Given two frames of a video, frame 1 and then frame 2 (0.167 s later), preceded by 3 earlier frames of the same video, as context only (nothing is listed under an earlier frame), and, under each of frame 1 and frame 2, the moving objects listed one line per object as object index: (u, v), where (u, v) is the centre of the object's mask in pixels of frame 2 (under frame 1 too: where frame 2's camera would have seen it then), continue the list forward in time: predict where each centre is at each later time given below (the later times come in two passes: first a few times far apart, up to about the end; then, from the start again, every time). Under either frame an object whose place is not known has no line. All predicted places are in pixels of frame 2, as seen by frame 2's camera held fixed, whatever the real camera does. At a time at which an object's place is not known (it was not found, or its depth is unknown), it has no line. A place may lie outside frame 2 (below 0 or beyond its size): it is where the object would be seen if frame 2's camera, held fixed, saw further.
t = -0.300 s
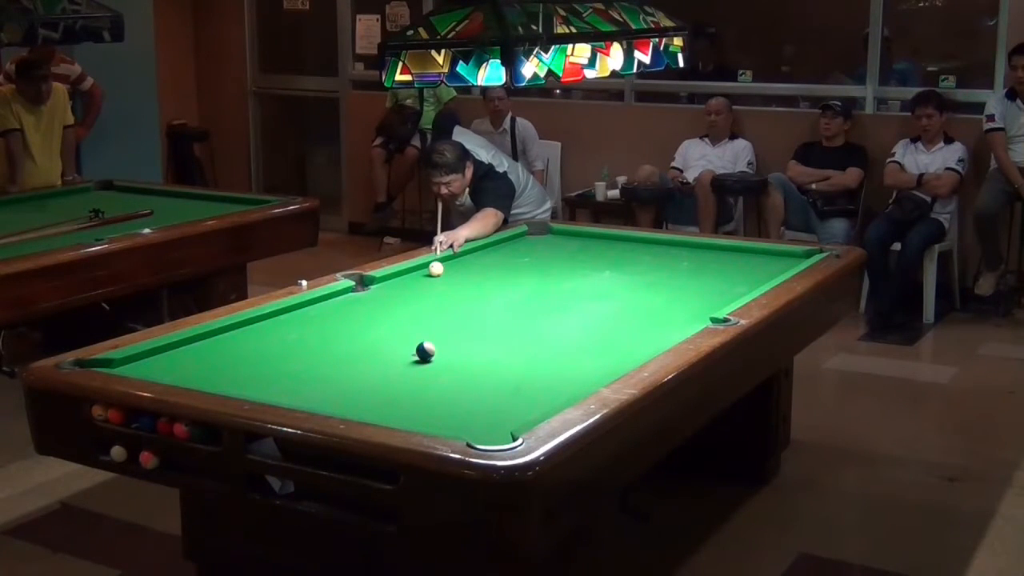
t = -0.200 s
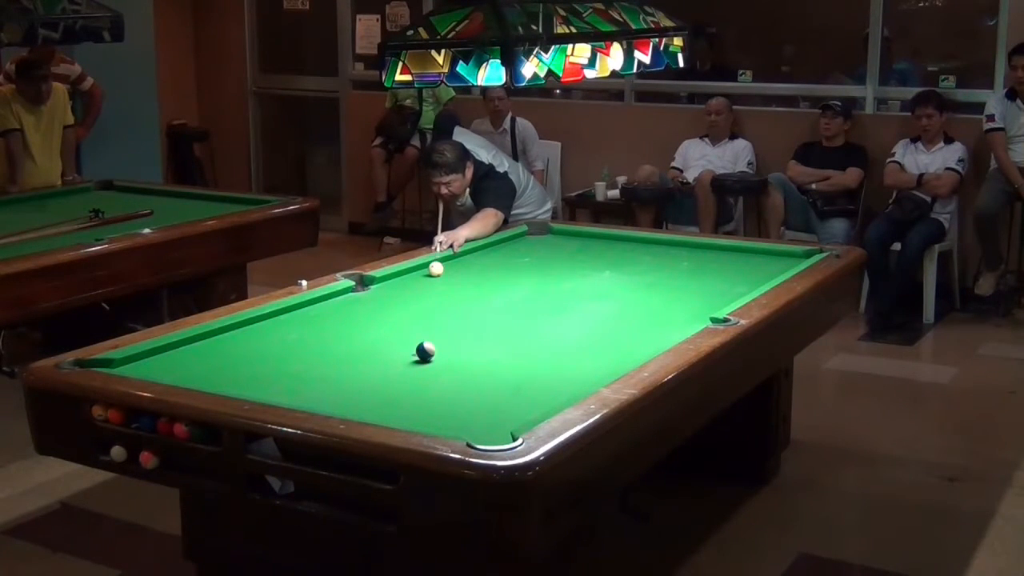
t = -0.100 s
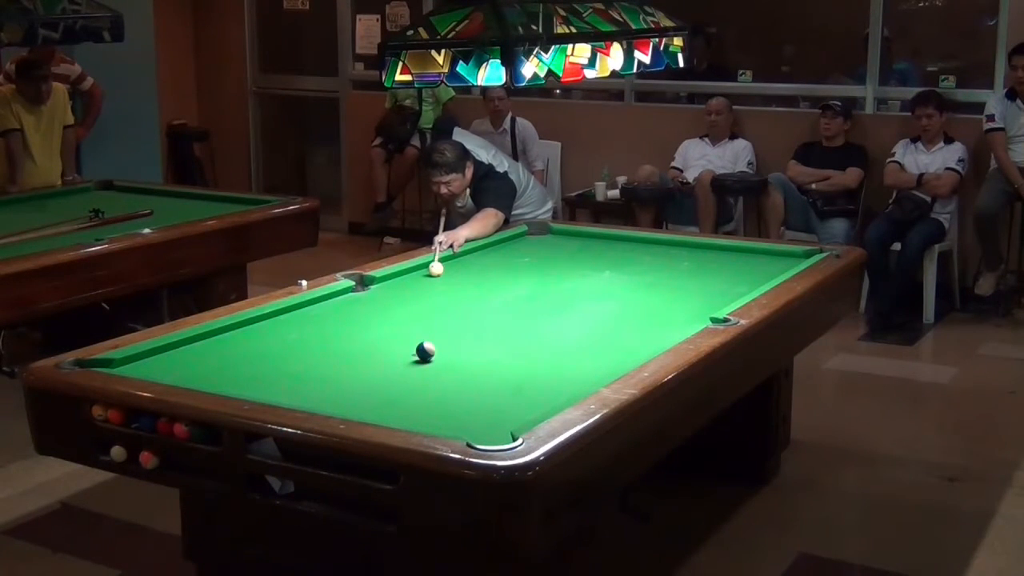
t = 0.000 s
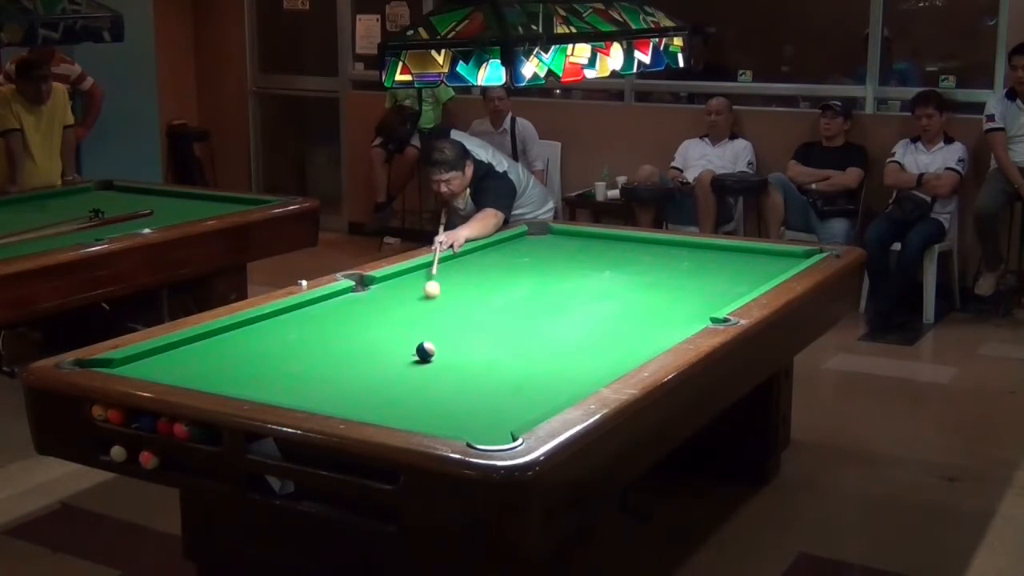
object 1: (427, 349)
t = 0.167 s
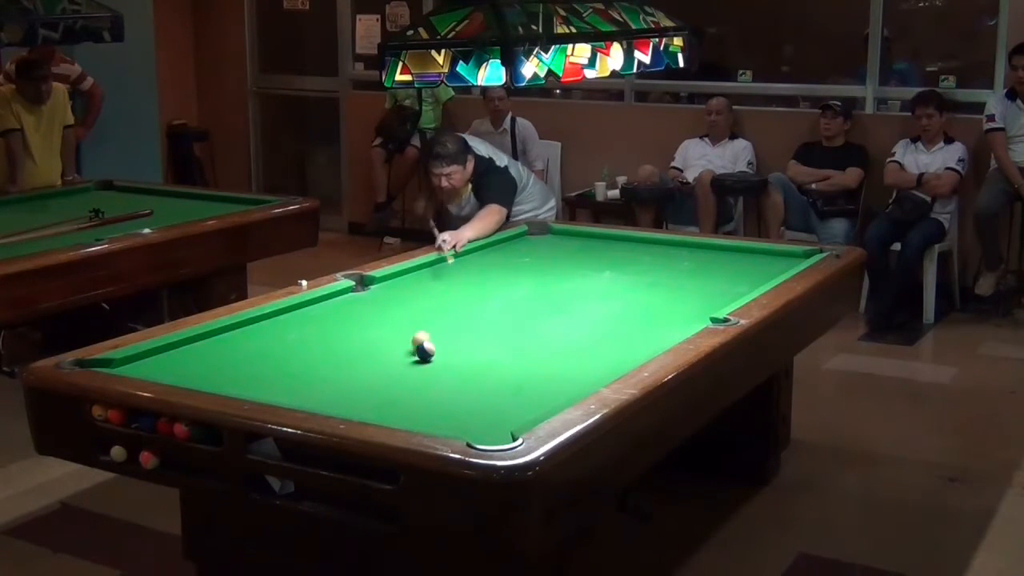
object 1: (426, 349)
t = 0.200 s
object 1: (433, 355)
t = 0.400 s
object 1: (508, 426)
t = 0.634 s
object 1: (399, 412)
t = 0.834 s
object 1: (356, 389)
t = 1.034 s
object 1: (316, 368)
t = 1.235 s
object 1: (281, 350)
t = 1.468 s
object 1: (246, 331)
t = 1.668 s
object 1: (277, 323)
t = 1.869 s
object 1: (328, 319)
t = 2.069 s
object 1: (380, 314)
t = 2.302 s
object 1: (435, 310)
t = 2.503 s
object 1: (481, 305)
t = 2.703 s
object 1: (525, 301)
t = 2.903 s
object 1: (566, 298)
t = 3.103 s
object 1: (606, 296)
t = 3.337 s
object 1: (650, 292)
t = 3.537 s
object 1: (687, 289)
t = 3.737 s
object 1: (722, 286)
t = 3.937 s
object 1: (754, 283)
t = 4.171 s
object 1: (756, 279)
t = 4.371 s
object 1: (752, 275)
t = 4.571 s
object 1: (748, 273)
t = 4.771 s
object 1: (744, 269)
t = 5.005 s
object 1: (740, 265)
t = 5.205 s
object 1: (736, 262)
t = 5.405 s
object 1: (734, 260)
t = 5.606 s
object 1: (731, 257)
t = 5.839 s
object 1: (728, 256)
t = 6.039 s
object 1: (726, 253)
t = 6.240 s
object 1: (723, 251)
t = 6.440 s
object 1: (722, 252)
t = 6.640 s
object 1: (720, 248)
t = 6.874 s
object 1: (717, 246)
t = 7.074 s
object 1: (716, 247)
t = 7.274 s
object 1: (715, 247)
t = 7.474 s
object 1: (713, 247)
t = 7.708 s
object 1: (712, 247)
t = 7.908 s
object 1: (712, 247)
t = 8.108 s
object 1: (711, 247)
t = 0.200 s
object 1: (433, 355)
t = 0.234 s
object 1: (446, 366)
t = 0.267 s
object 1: (458, 378)
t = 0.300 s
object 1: (472, 390)
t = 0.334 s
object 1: (485, 403)
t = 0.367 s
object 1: (500, 418)
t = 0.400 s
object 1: (508, 426)
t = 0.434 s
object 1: (484, 429)
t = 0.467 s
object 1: (461, 426)
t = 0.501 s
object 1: (437, 425)
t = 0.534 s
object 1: (425, 422)
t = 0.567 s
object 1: (417, 419)
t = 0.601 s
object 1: (408, 416)
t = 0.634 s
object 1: (399, 412)
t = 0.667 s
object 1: (392, 409)
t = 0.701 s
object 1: (384, 405)
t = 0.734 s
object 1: (377, 401)
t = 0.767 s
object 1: (369, 397)
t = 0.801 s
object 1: (362, 393)
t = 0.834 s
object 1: (356, 389)
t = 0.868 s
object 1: (348, 386)
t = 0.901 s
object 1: (342, 382)
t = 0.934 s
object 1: (335, 378)
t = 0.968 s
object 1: (328, 375)
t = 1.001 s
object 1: (322, 371)
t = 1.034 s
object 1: (316, 368)
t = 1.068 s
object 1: (310, 366)
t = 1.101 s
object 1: (304, 362)
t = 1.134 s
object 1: (299, 359)
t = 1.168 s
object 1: (292, 356)
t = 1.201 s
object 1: (287, 353)
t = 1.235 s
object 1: (281, 350)
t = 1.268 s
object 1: (275, 347)
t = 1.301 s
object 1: (271, 344)
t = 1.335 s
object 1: (265, 341)
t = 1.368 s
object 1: (260, 339)
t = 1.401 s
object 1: (256, 336)
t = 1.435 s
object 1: (250, 334)
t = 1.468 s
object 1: (246, 331)
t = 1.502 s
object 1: (241, 329)
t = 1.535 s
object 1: (238, 326)
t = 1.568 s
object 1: (249, 325)
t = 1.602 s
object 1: (259, 326)
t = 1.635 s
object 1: (267, 323)
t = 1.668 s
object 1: (277, 323)
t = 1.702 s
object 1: (284, 323)
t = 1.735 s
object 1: (295, 321)
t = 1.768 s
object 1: (303, 322)
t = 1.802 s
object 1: (312, 320)
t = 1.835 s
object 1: (321, 319)
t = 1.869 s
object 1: (328, 319)
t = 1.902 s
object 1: (339, 318)
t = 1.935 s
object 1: (346, 318)
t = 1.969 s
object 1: (355, 316)
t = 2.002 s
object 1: (363, 316)
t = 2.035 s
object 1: (371, 316)
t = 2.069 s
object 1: (380, 314)
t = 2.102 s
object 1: (388, 315)
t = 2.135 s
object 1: (396, 313)
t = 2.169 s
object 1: (405, 312)
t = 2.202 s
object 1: (411, 313)
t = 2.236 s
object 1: (420, 310)
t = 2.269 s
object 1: (428, 311)
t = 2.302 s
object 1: (435, 310)
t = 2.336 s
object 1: (444, 308)
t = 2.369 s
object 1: (452, 308)
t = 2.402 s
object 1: (458, 308)
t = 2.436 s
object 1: (467, 307)
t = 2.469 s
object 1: (474, 307)
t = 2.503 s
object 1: (481, 305)
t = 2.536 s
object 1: (490, 304)
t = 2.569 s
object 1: (496, 305)
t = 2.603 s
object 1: (503, 303)
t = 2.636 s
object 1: (512, 303)
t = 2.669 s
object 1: (517, 303)
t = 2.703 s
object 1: (525, 301)
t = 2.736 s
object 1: (533, 301)
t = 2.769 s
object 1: (539, 302)
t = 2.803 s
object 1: (546, 300)
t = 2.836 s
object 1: (554, 299)
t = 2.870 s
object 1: (560, 300)
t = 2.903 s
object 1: (566, 298)
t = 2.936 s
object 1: (574, 297)
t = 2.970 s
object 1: (581, 298)
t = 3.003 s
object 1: (586, 297)
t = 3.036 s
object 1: (594, 296)
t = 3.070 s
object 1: (601, 296)
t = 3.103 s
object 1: (606, 296)
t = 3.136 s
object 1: (612, 294)
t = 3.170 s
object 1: (620, 293)
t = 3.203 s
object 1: (625, 295)
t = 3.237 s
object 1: (632, 293)
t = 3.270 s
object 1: (639, 292)
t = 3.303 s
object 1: (645, 293)
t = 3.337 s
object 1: (650, 292)
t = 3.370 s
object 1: (657, 291)
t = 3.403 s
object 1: (664, 291)
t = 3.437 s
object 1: (669, 291)
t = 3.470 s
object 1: (675, 290)
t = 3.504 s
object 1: (682, 289)
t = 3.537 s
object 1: (687, 289)
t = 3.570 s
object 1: (693, 289)
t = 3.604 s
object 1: (699, 287)
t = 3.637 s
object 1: (705, 287)
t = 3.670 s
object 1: (710, 288)
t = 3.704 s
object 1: (715, 287)
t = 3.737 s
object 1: (722, 286)
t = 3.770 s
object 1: (728, 286)
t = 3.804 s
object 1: (733, 286)
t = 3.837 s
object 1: (738, 285)
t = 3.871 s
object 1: (744, 285)
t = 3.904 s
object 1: (750, 283)
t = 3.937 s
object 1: (754, 283)
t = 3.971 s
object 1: (759, 281)
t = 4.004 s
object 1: (760, 280)
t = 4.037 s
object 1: (759, 280)
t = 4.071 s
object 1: (759, 280)
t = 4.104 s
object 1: (758, 280)
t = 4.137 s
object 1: (758, 280)
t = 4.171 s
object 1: (756, 279)
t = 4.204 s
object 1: (756, 278)
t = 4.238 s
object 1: (755, 278)
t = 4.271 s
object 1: (754, 278)
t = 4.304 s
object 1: (754, 277)
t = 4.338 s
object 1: (753, 276)
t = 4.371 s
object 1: (752, 275)
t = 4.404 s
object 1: (751, 274)
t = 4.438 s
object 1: (751, 274)
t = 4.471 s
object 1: (750, 274)
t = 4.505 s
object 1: (750, 273)
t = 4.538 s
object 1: (749, 273)
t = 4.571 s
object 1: (748, 273)
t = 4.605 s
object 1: (747, 271)
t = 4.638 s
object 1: (746, 270)
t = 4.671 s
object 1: (746, 270)
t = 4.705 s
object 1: (745, 269)
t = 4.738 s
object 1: (744, 269)
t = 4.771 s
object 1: (744, 269)
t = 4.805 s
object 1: (743, 268)
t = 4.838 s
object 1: (743, 268)
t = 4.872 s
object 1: (743, 267)
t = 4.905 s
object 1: (742, 266)
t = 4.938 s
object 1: (741, 266)
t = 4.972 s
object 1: (740, 265)
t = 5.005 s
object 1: (740, 265)
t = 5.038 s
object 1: (739, 265)
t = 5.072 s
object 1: (739, 264)
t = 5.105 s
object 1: (738, 264)
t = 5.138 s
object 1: (738, 264)
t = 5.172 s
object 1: (737, 263)
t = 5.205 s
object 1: (736, 262)
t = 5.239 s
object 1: (736, 261)
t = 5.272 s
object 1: (735, 261)
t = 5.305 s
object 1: (735, 261)
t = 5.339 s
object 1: (734, 261)
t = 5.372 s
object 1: (734, 260)
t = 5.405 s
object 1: (734, 260)
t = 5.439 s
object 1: (733, 260)
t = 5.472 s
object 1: (733, 259)
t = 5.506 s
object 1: (732, 260)
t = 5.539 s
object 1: (732, 259)
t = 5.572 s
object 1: (731, 258)
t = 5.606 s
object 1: (731, 257)
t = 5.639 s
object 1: (731, 257)
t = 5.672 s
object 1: (730, 256)
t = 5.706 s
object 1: (729, 256)
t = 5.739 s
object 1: (729, 256)
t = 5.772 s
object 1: (729, 256)
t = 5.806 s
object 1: (728, 255)
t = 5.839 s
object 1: (728, 256)
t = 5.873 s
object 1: (728, 256)
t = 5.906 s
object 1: (727, 256)
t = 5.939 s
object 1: (727, 255)
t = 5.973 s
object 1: (726, 255)
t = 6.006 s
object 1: (726, 254)
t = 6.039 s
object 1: (726, 253)
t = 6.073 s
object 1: (725, 253)
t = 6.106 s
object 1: (725, 253)
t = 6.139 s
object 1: (724, 252)
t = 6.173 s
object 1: (724, 252)
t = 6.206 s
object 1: (724, 252)
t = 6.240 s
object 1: (723, 251)
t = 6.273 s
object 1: (723, 252)
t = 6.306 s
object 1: (723, 251)
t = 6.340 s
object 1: (723, 251)
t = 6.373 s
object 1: (722, 252)
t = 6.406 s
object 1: (722, 252)
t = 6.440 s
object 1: (722, 252)
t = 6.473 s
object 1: (721, 252)
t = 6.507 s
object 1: (721, 251)
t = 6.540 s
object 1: (721, 251)
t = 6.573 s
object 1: (721, 250)
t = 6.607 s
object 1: (720, 249)
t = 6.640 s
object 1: (720, 248)
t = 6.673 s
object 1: (719, 248)
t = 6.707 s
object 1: (719, 247)
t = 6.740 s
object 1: (718, 247)
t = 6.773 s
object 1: (718, 247)
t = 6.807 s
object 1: (718, 247)
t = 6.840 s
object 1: (717, 246)
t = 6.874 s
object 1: (717, 246)
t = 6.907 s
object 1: (717, 247)
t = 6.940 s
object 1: (717, 246)
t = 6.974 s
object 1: (716, 246)
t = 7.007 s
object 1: (717, 247)
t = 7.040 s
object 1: (717, 247)
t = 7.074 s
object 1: (716, 247)
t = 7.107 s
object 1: (716, 247)
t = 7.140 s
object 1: (716, 247)
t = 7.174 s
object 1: (715, 247)
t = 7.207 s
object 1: (715, 247)
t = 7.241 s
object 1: (715, 247)
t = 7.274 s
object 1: (715, 247)
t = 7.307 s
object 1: (715, 247)
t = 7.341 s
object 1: (714, 247)
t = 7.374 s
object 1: (715, 247)
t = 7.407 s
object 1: (713, 247)
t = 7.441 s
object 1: (713, 247)
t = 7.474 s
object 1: (713, 247)
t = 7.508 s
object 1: (713, 247)
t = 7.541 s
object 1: (713, 247)
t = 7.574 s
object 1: (712, 247)
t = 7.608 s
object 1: (712, 247)
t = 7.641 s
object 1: (712, 247)
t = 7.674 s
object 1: (712, 247)
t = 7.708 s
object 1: (712, 247)
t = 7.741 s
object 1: (712, 247)
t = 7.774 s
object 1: (712, 247)
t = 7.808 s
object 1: (712, 247)
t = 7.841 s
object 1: (711, 247)
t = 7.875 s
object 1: (712, 247)
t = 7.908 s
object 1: (712, 247)
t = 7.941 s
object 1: (712, 247)
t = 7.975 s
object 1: (712, 247)
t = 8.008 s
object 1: (711, 247)
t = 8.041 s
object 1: (711, 247)
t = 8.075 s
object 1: (711, 247)
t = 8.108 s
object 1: (711, 247)
